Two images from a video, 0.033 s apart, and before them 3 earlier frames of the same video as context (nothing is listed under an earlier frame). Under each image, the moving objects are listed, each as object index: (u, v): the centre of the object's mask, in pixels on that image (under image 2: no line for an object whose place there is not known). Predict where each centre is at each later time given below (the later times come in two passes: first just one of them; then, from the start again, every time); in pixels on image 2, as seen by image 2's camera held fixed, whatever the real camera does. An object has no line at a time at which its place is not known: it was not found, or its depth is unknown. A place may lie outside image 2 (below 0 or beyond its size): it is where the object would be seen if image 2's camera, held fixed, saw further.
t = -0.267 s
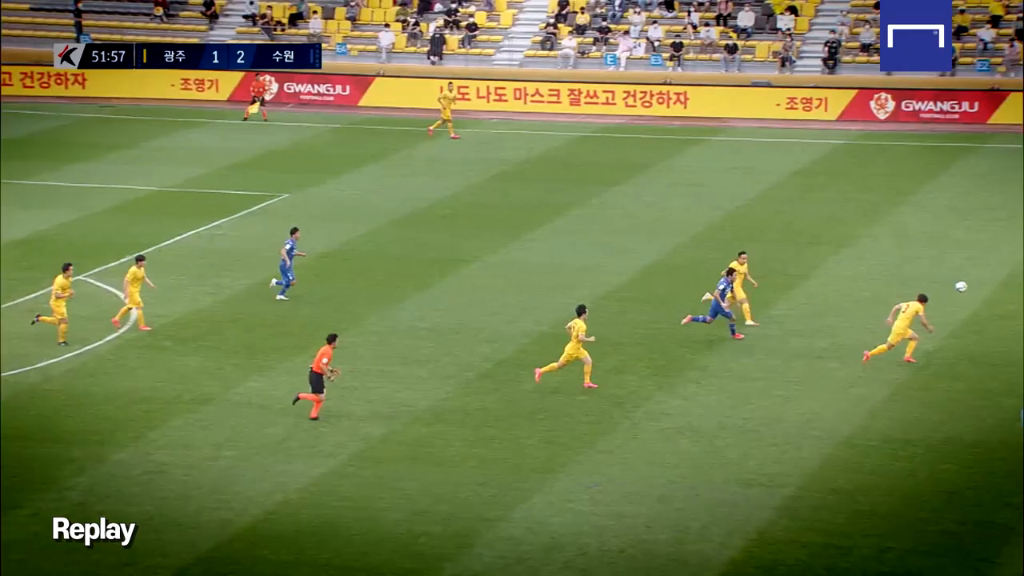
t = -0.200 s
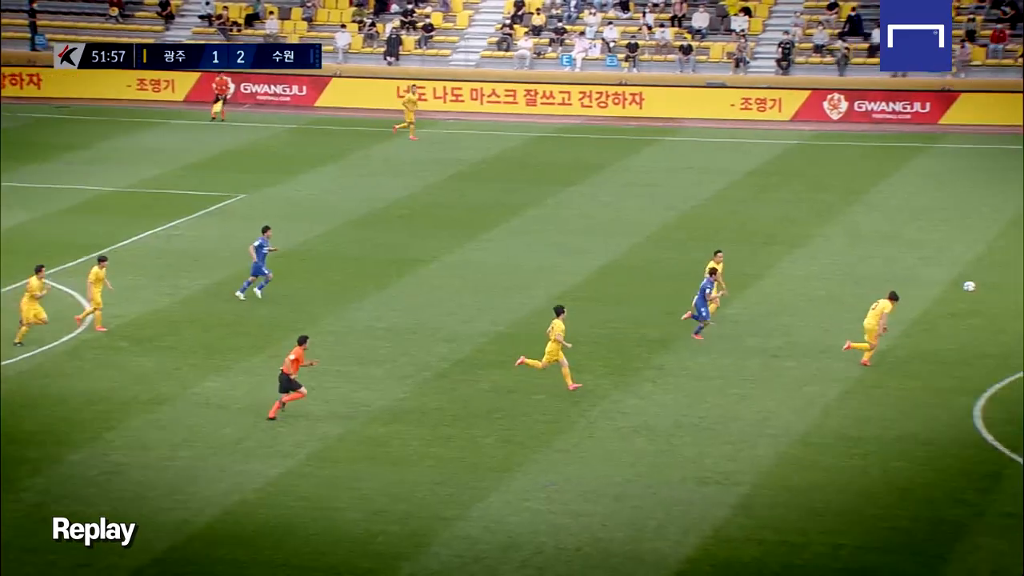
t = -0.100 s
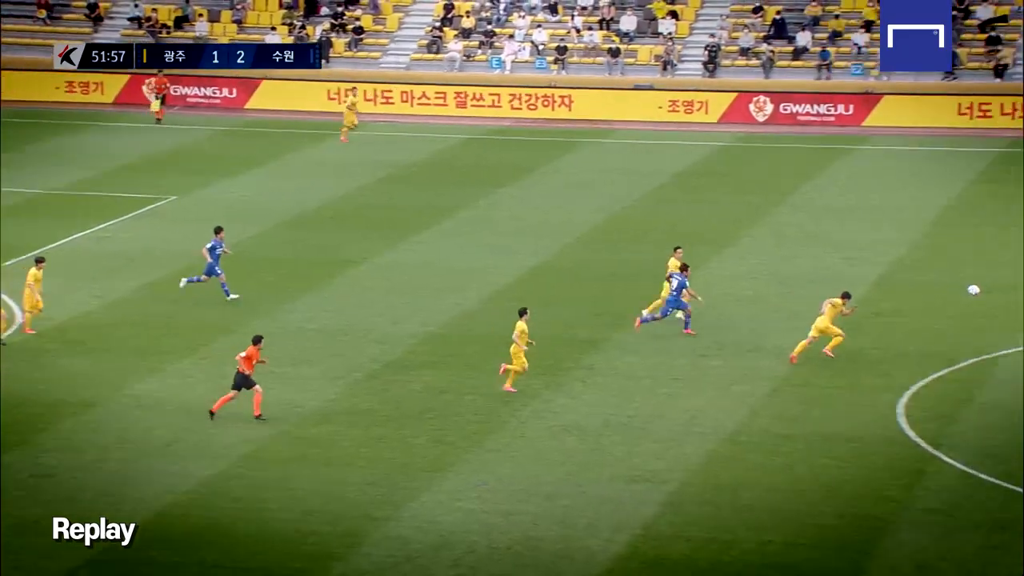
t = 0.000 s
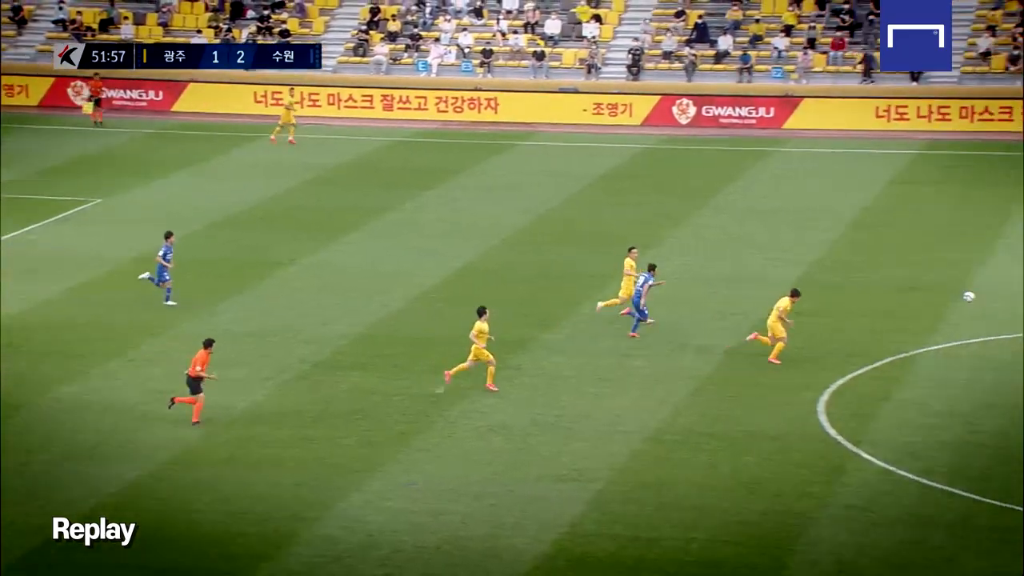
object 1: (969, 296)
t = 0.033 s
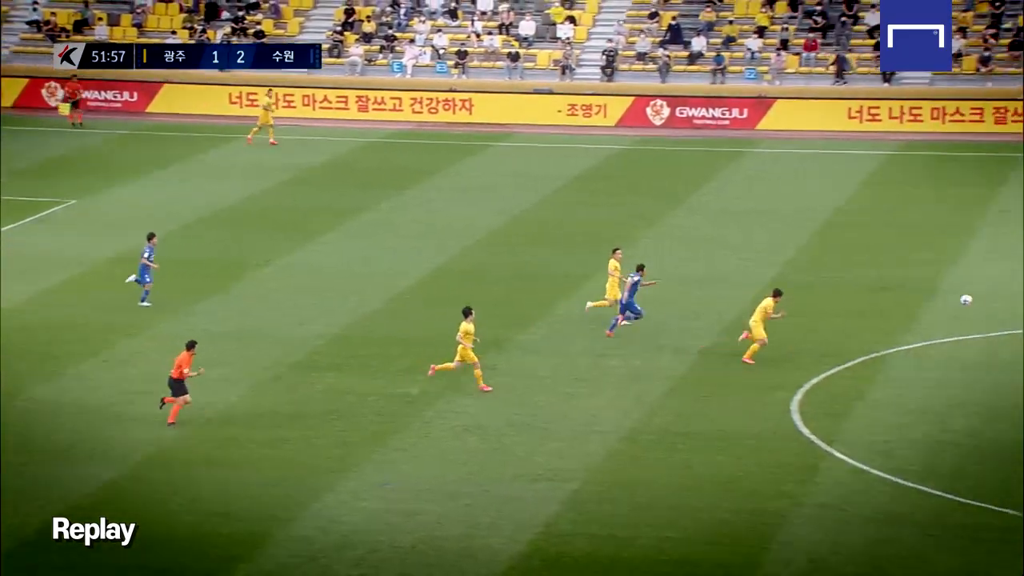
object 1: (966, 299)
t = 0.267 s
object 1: (1138, 308)
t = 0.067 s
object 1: (992, 303)
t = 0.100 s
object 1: (1018, 306)
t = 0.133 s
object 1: (1043, 311)
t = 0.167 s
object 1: (1068, 316)
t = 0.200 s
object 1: (1093, 317)
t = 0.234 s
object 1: (1115, 312)
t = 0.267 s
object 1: (1138, 308)
